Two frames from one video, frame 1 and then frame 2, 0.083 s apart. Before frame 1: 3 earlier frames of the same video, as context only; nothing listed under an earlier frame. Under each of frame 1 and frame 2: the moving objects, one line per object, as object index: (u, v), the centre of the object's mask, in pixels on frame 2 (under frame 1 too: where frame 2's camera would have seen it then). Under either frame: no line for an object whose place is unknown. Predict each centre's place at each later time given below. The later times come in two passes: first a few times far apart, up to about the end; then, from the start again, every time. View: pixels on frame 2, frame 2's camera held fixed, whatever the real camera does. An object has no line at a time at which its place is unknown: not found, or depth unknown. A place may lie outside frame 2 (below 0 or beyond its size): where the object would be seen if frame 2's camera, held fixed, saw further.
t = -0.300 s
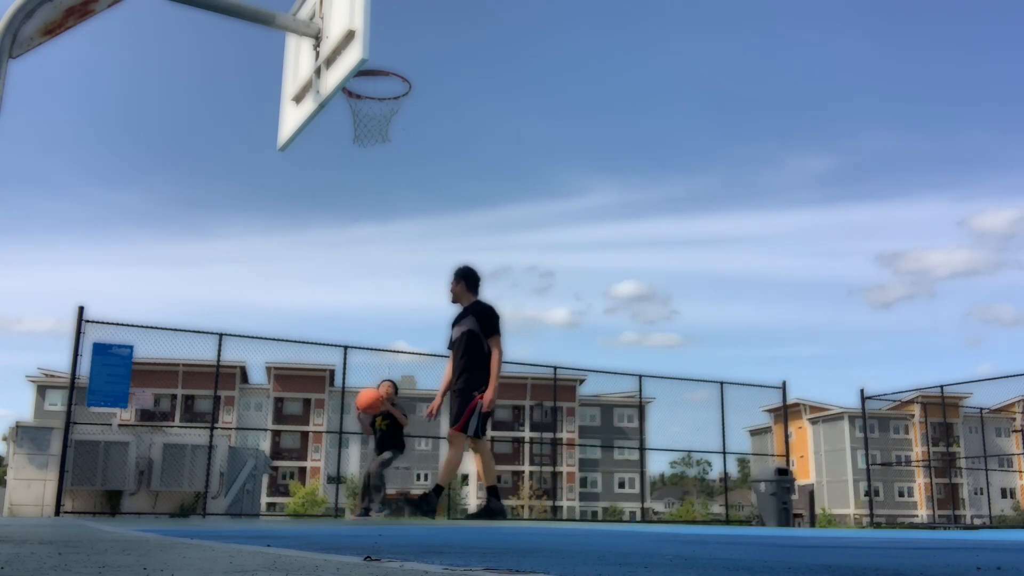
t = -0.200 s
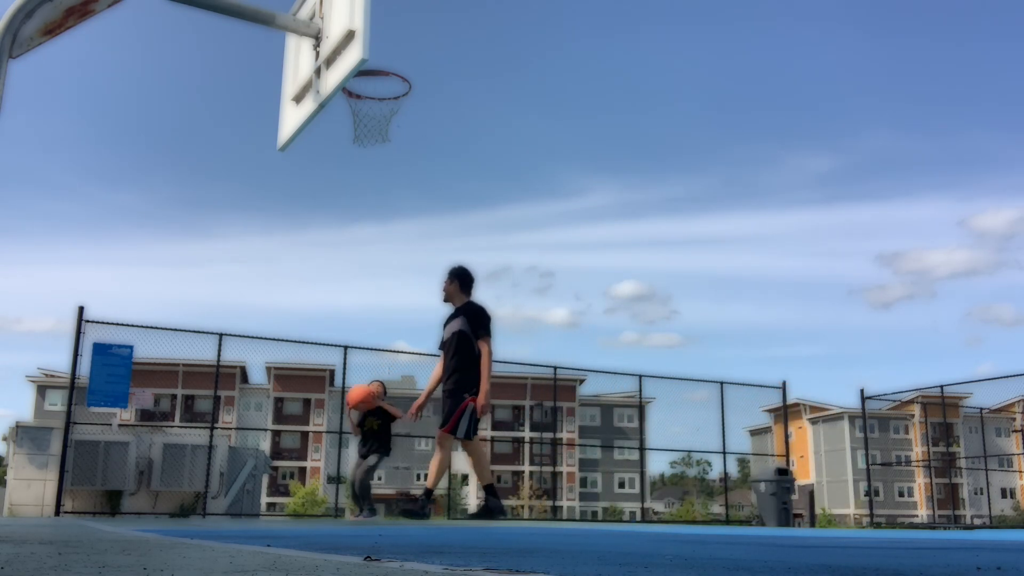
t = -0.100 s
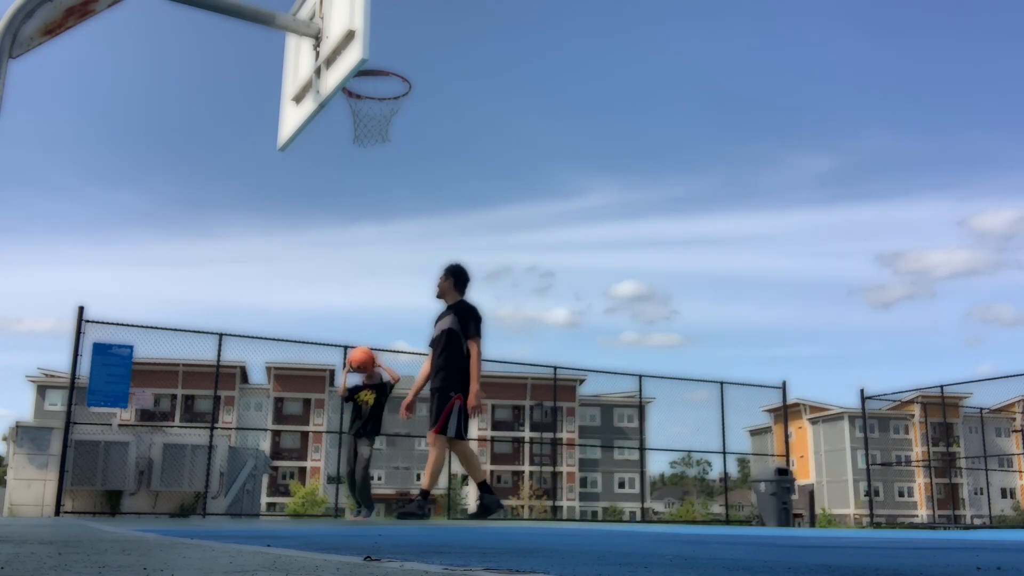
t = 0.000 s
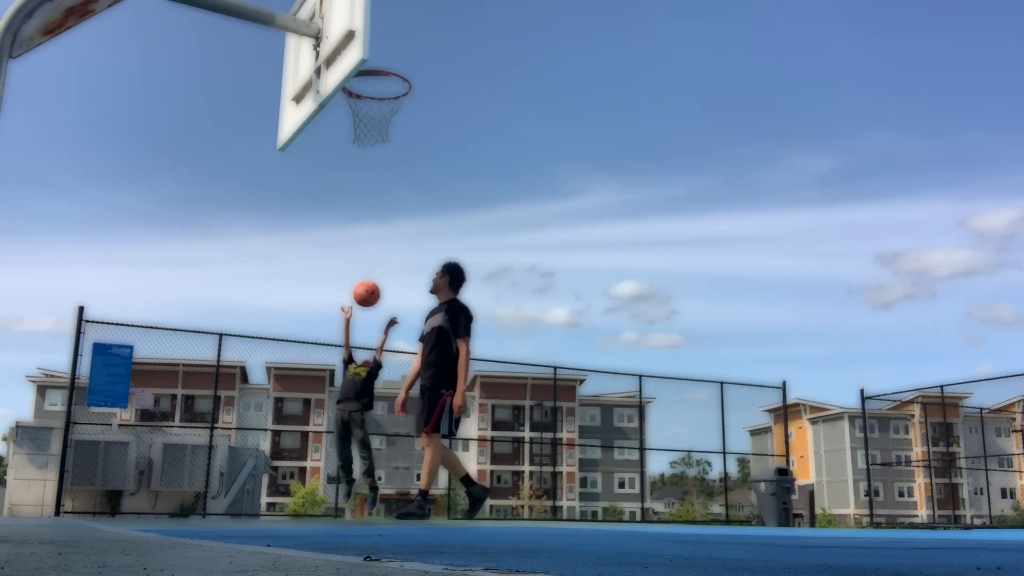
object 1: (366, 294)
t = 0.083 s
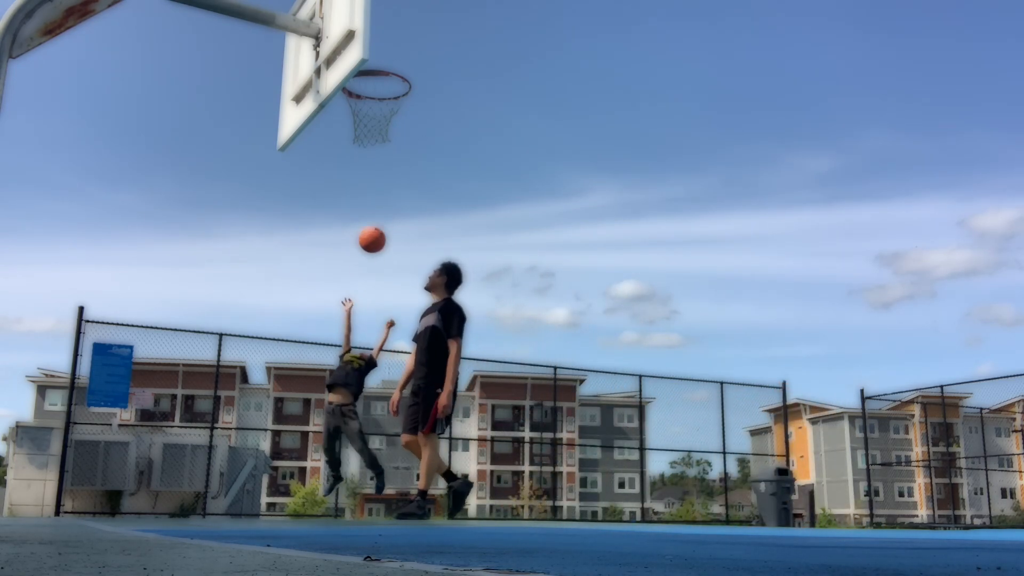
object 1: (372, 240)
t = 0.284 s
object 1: (384, 142)
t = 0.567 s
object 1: (397, 81)
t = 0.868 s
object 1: (421, 110)
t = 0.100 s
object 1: (373, 230)
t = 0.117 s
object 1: (374, 220)
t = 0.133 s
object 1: (375, 211)
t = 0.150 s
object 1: (376, 202)
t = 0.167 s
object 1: (377, 193)
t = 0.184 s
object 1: (378, 185)
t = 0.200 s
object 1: (379, 177)
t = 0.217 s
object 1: (380, 170)
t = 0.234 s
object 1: (381, 162)
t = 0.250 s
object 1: (382, 155)
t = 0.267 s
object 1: (383, 148)
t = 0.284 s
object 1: (384, 142)
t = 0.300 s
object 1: (384, 136)
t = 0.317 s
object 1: (385, 130)
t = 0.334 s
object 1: (386, 125)
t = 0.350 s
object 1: (387, 119)
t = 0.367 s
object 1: (388, 114)
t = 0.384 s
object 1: (389, 111)
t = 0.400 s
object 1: (389, 105)
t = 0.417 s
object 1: (390, 101)
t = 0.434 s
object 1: (390, 97)
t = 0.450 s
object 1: (391, 94)
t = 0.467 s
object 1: (392, 91)
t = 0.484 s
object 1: (392, 89)
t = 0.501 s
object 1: (392, 87)
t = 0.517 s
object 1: (393, 85)
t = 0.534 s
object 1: (396, 83)
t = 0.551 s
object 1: (397, 82)
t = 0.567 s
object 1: (397, 81)
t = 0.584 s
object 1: (398, 80)
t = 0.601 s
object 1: (398, 79)
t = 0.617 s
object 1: (399, 79)
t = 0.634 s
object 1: (400, 79)
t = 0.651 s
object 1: (400, 79)
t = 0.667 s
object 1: (401, 80)
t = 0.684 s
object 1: (401, 81)
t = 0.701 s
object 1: (402, 83)
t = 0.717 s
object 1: (402, 85)
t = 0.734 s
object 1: (403, 87)
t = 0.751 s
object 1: (404, 90)
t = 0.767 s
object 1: (405, 92)
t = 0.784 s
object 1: (406, 96)
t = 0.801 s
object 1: (409, 98)
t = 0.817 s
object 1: (414, 102)
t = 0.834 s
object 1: (415, 104)
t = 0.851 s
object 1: (418, 107)
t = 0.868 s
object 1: (421, 110)
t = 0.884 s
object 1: (424, 114)
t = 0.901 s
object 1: (427, 118)
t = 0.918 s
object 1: (430, 123)
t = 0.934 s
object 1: (433, 127)
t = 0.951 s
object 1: (435, 132)
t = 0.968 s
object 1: (438, 138)
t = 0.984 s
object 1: (441, 143)
